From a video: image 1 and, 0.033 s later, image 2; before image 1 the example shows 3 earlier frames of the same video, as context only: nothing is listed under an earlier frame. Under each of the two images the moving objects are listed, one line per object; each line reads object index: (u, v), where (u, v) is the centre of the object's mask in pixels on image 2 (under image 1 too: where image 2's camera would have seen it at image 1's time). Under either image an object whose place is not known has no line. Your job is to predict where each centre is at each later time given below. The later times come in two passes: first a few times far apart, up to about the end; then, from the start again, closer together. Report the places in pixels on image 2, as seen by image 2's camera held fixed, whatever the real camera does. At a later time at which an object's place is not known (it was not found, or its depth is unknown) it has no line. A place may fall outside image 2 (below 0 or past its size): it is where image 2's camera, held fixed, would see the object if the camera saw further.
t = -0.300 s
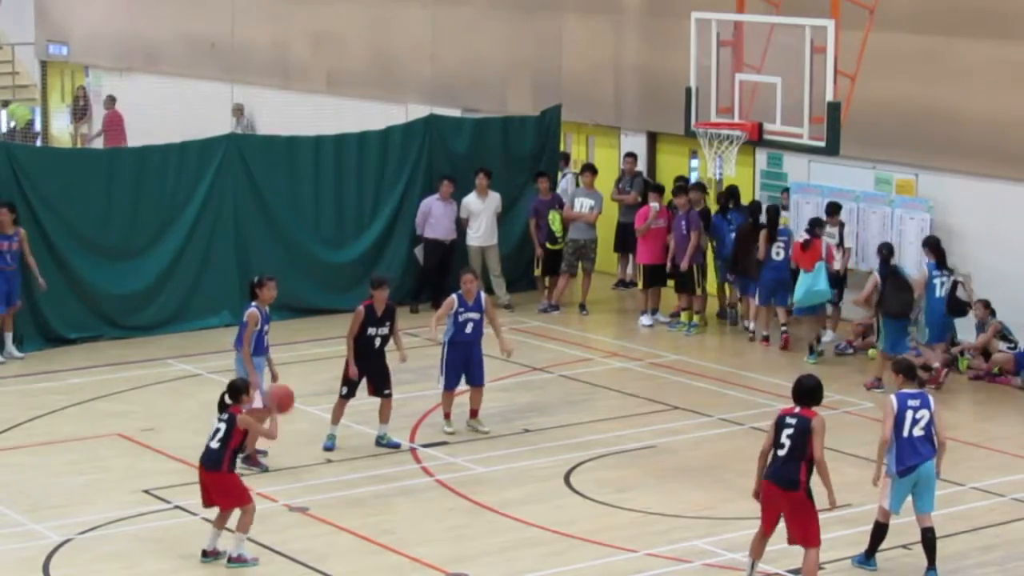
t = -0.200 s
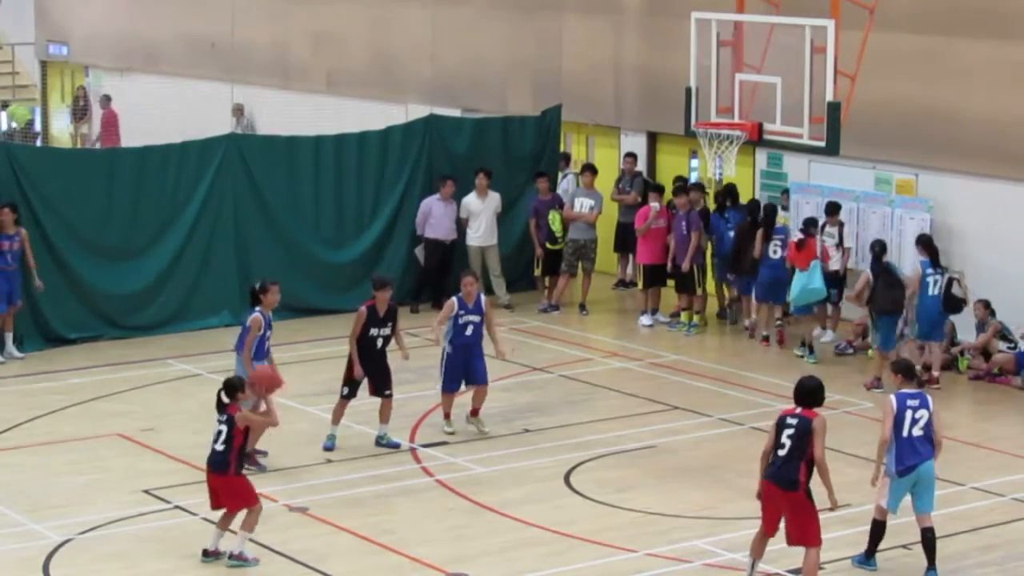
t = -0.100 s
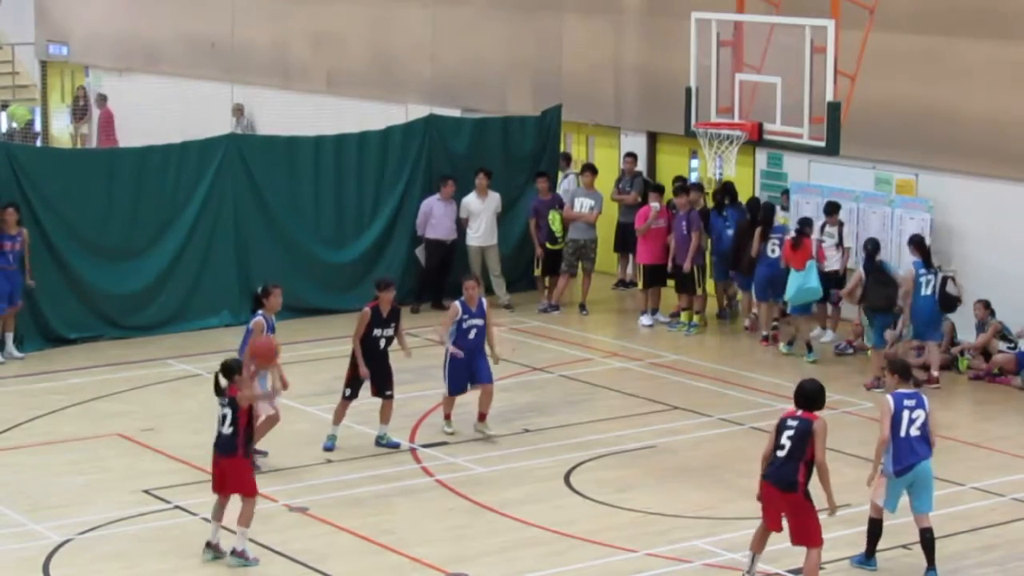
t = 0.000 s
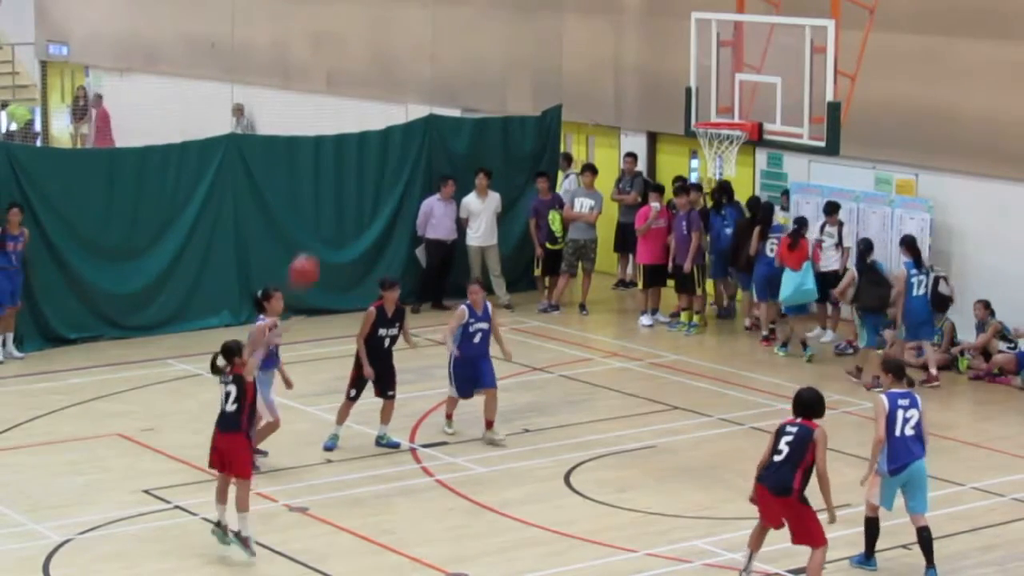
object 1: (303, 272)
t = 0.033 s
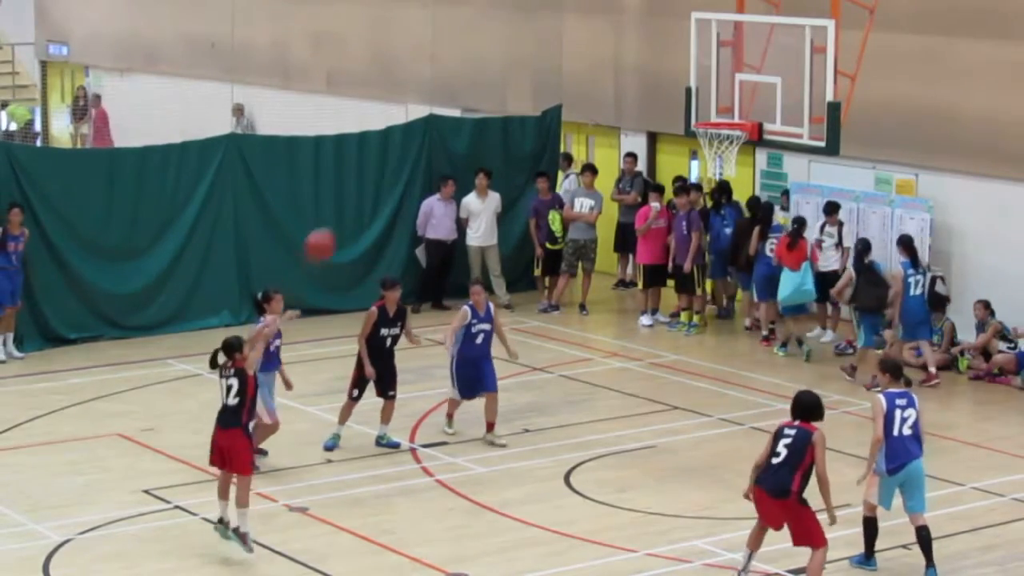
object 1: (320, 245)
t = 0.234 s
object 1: (413, 124)
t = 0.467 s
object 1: (520, 49)
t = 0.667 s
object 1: (604, 39)
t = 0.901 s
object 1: (697, 88)
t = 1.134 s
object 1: (722, 179)
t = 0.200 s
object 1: (399, 139)
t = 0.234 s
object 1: (413, 124)
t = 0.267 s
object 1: (430, 108)
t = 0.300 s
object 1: (445, 94)
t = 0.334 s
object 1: (461, 83)
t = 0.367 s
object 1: (475, 73)
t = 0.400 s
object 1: (490, 64)
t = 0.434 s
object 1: (505, 56)
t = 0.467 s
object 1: (520, 49)
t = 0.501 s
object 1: (534, 44)
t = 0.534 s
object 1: (548, 40)
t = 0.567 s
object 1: (562, 38)
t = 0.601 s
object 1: (576, 37)
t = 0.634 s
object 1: (590, 38)
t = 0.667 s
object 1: (604, 39)
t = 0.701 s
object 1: (618, 44)
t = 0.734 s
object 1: (632, 48)
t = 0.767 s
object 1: (645, 53)
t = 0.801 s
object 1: (658, 61)
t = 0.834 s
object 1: (671, 68)
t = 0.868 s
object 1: (685, 77)
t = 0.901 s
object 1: (697, 88)
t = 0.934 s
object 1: (709, 100)
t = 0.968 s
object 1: (723, 114)
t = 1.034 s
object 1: (735, 141)
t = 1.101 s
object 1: (725, 168)
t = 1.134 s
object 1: (722, 179)
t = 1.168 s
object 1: (717, 194)
